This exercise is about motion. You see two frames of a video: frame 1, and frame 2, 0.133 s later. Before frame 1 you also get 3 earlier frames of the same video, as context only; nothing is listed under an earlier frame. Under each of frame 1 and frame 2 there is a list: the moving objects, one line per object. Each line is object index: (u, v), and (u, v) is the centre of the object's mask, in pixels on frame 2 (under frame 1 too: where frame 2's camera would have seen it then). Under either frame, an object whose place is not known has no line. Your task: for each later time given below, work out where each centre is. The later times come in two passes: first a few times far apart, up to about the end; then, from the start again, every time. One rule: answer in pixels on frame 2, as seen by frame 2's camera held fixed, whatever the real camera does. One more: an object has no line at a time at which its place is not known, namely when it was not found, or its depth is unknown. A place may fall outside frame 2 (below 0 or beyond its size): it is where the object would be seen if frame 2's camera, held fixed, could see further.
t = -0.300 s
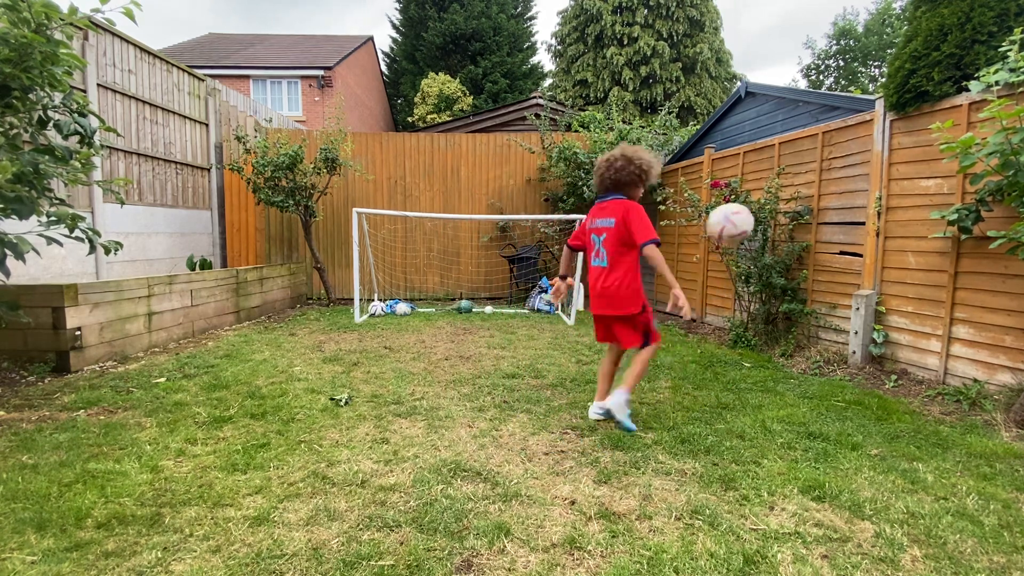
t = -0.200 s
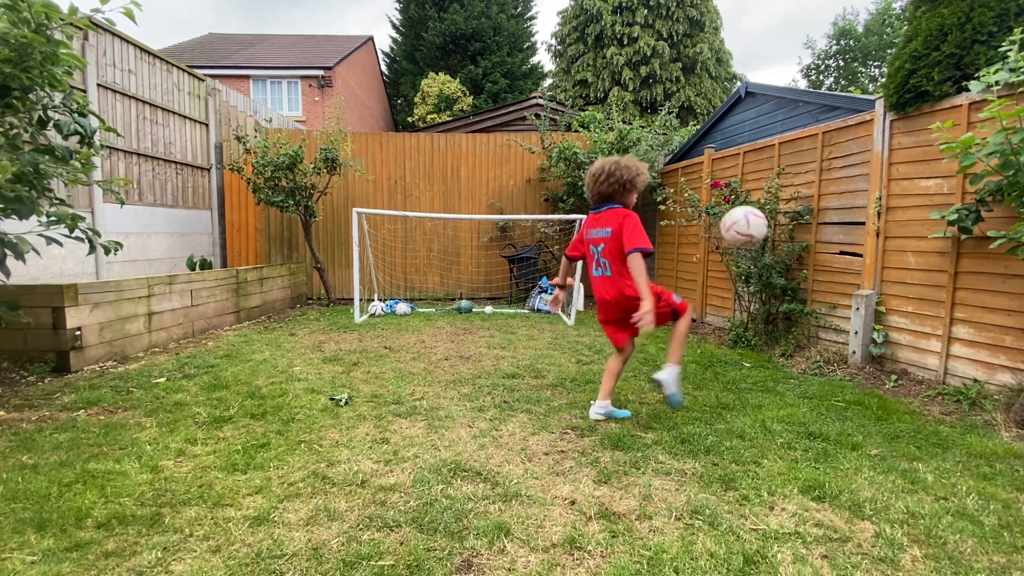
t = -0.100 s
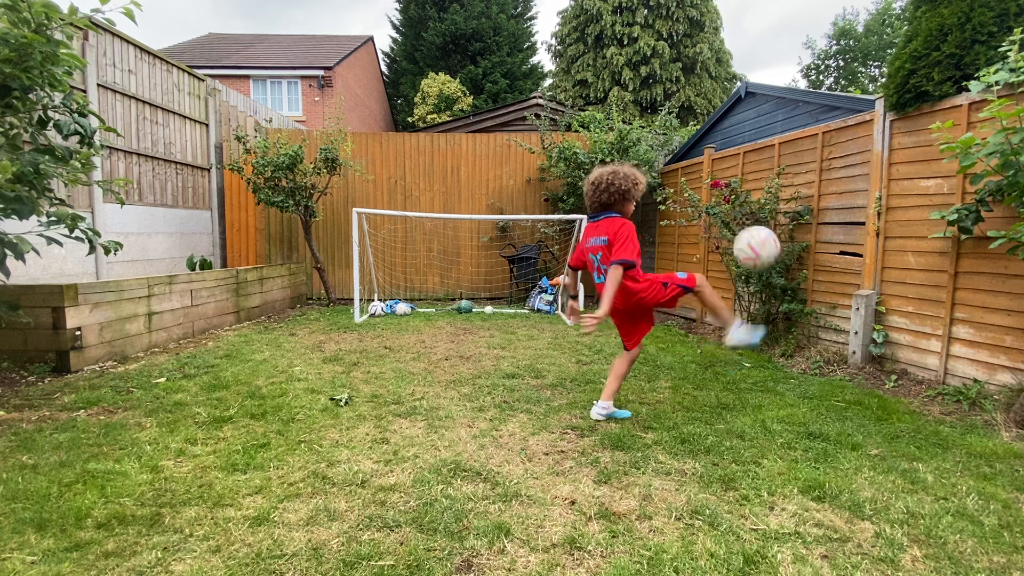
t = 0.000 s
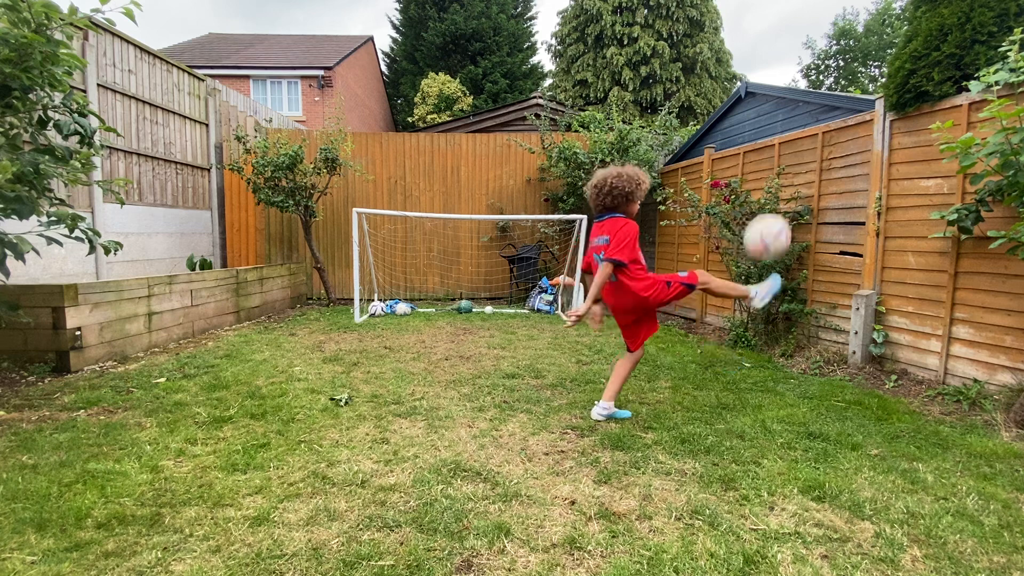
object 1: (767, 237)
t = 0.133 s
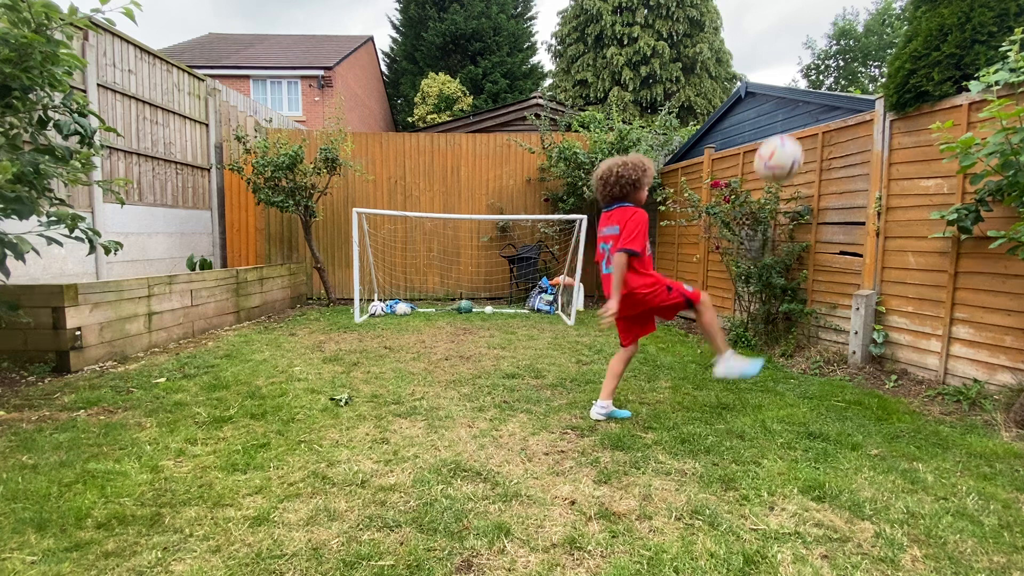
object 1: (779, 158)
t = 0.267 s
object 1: (789, 109)
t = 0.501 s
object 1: (802, 109)
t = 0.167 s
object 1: (782, 143)
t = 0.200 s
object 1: (784, 130)
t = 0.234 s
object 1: (786, 118)
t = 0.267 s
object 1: (789, 109)
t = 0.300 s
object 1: (791, 103)
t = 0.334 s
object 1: (793, 98)
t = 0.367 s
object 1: (795, 97)
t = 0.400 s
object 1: (798, 96)
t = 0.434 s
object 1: (799, 98)
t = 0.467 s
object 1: (801, 103)
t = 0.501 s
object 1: (802, 109)
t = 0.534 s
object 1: (804, 119)
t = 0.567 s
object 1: (805, 132)
